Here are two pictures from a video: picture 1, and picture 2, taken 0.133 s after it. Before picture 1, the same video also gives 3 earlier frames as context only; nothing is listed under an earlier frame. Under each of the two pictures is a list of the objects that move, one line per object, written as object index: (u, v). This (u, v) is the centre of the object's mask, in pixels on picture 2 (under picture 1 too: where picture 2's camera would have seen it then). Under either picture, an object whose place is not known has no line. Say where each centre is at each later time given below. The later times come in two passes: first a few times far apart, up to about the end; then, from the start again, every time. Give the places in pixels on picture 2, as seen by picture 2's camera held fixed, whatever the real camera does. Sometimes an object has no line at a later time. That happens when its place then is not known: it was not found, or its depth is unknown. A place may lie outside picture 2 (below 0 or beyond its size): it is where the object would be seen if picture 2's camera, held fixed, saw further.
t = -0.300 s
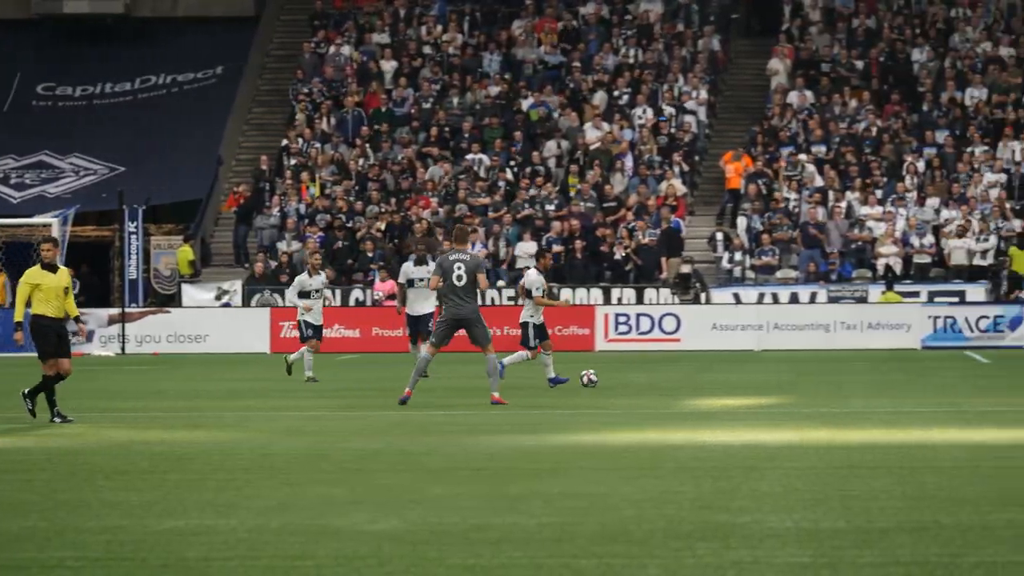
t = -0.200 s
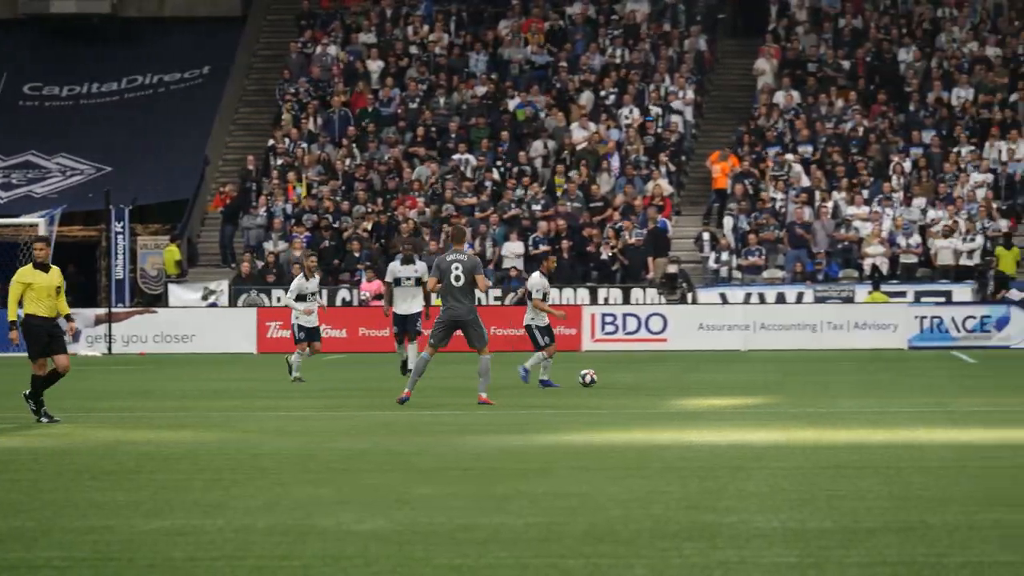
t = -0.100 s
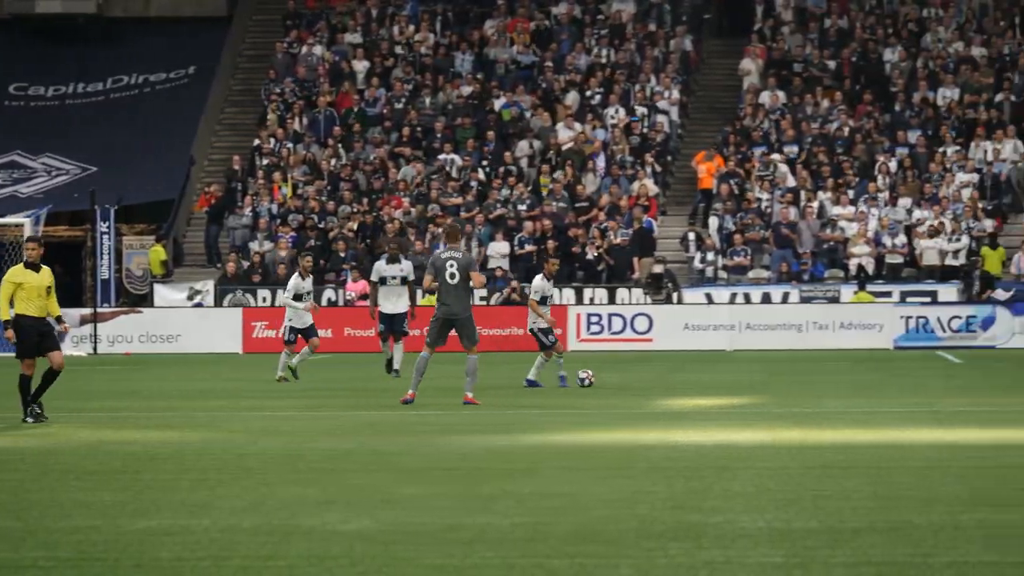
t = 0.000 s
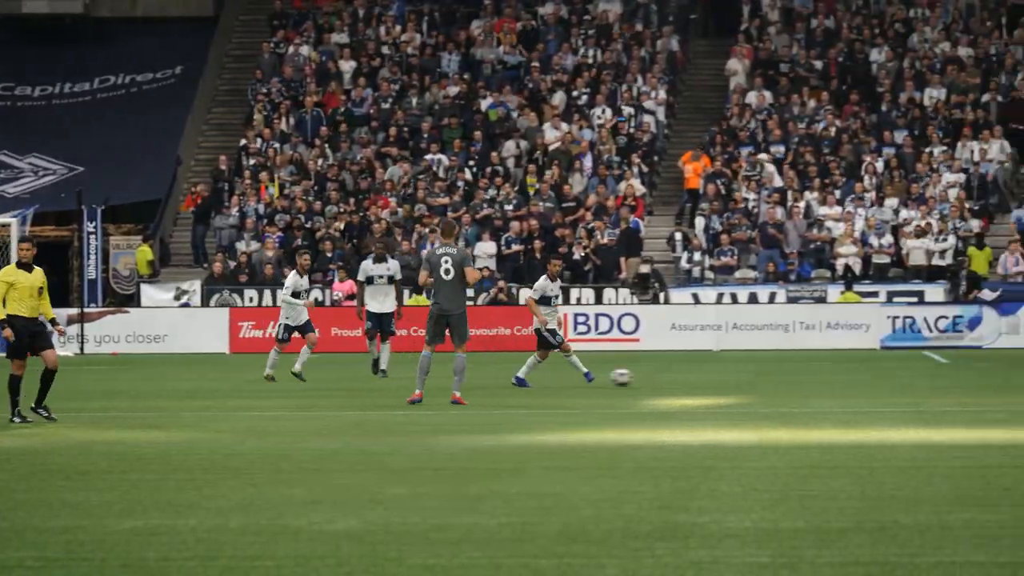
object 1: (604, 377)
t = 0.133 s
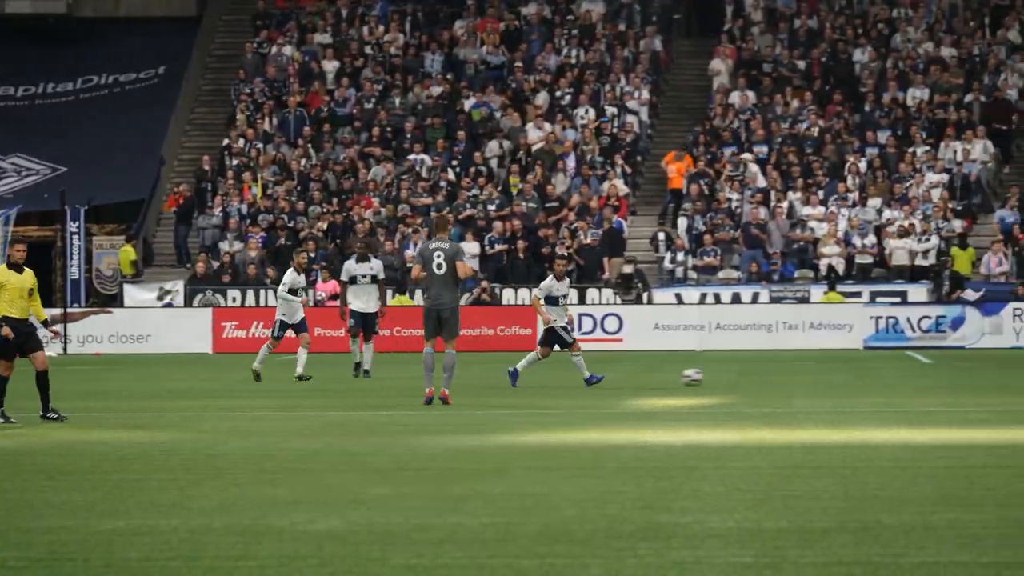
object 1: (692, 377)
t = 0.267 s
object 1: (776, 376)
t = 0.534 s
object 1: (936, 375)
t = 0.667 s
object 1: (1012, 375)
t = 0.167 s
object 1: (713, 377)
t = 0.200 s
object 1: (734, 377)
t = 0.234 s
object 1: (755, 377)
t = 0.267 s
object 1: (776, 376)
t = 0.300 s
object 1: (796, 376)
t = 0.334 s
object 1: (816, 377)
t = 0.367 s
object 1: (837, 377)
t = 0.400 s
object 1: (857, 376)
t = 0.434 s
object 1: (877, 376)
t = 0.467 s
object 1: (896, 376)
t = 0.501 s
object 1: (915, 375)
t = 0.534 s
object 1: (936, 375)
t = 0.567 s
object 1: (955, 376)
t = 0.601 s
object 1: (974, 375)
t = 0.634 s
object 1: (993, 375)
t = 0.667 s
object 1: (1012, 375)
